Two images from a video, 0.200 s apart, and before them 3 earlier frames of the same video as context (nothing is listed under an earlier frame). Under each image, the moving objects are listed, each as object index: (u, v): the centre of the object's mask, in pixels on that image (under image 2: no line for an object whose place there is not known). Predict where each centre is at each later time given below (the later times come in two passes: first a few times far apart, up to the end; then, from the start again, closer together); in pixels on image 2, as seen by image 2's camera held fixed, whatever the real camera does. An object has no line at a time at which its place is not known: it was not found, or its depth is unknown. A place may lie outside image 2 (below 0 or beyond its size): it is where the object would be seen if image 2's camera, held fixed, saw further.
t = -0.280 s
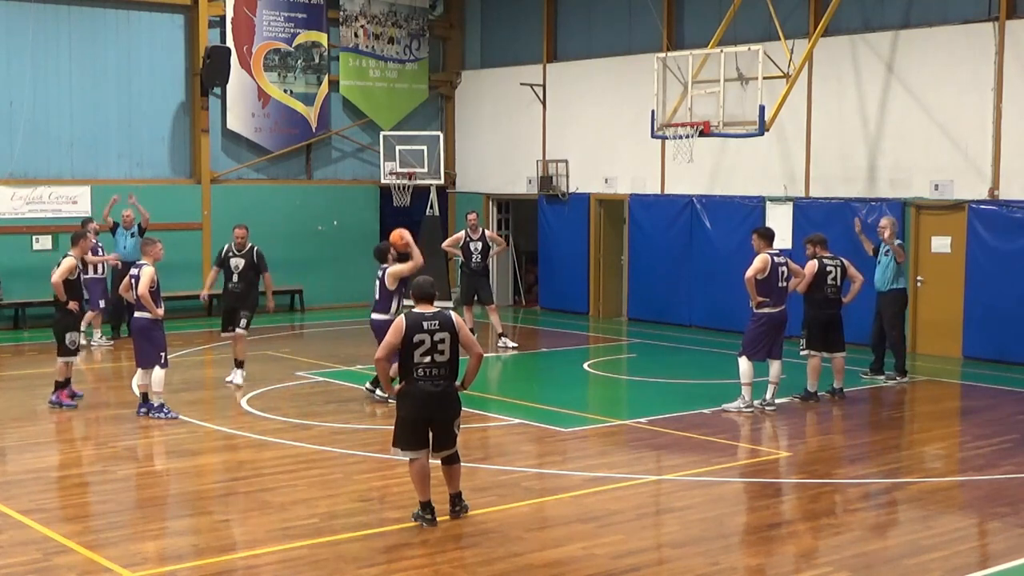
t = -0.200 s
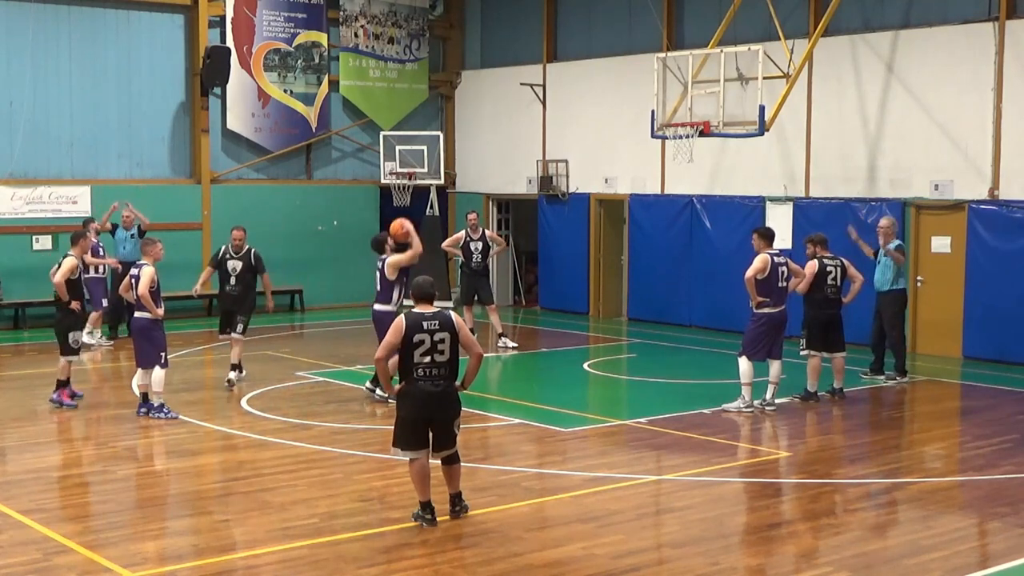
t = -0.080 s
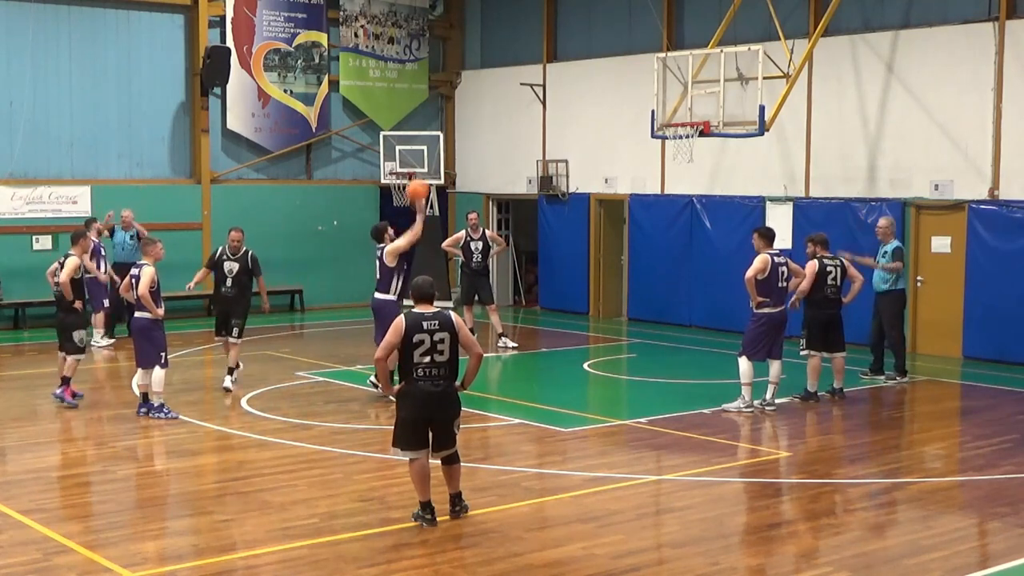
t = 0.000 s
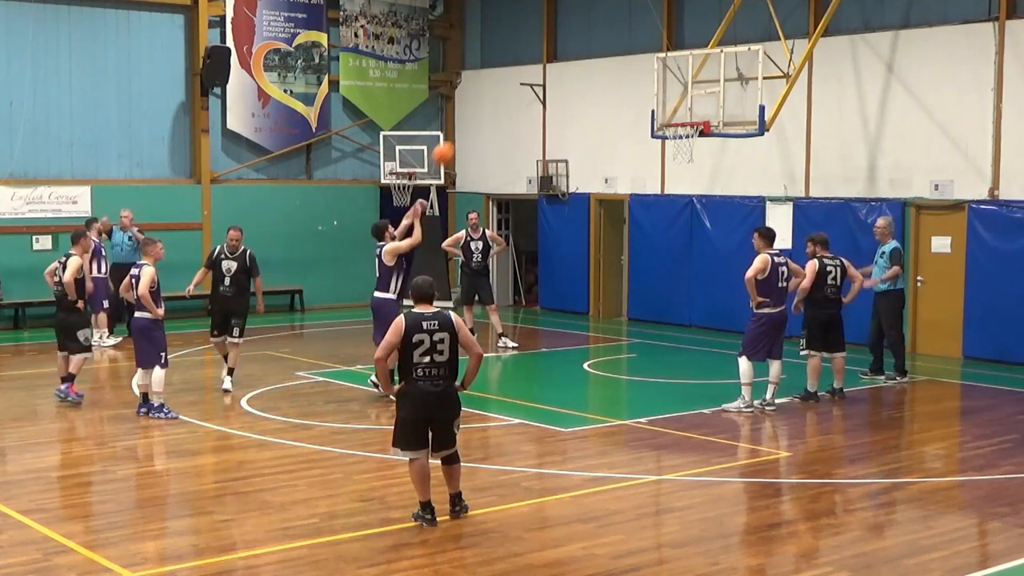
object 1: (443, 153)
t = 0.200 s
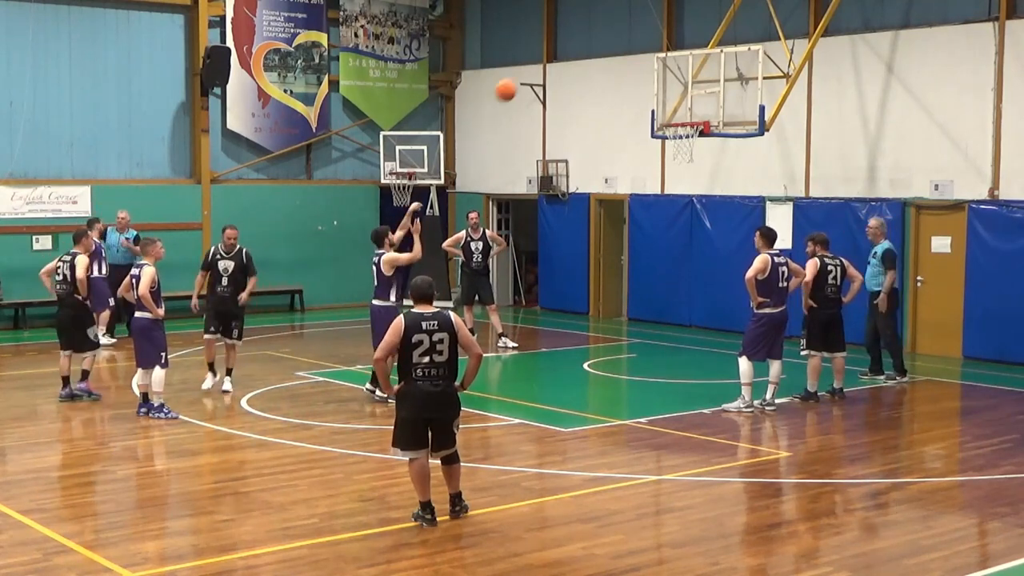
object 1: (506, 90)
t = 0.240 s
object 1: (517, 82)
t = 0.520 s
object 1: (595, 64)
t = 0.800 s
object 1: (666, 110)
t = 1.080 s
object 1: (693, 154)
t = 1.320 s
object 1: (694, 207)
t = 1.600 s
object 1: (694, 327)
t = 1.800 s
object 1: (692, 309)
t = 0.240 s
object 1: (517, 82)
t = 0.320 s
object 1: (541, 70)
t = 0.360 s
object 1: (552, 66)
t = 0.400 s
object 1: (563, 63)
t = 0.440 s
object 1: (574, 62)
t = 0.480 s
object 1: (585, 62)
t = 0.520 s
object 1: (595, 64)
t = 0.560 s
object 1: (606, 67)
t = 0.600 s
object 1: (616, 71)
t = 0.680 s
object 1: (637, 83)
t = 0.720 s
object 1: (646, 91)
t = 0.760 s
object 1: (656, 99)
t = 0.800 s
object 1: (666, 110)
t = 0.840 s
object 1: (675, 119)
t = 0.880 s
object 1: (684, 133)
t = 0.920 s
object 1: (689, 137)
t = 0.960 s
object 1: (691, 142)
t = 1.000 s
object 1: (693, 145)
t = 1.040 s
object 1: (693, 148)
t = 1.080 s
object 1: (693, 154)
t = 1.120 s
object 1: (694, 160)
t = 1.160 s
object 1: (694, 166)
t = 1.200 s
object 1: (694, 175)
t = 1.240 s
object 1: (694, 184)
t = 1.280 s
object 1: (695, 195)
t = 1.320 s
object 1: (694, 207)
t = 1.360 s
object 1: (694, 220)
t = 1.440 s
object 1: (694, 251)
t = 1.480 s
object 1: (694, 268)
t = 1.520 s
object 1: (694, 287)
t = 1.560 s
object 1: (694, 307)
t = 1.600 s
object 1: (694, 327)
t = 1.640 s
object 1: (694, 350)
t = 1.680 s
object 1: (694, 356)
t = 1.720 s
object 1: (693, 339)
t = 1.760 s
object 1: (693, 323)
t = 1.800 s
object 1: (692, 309)
